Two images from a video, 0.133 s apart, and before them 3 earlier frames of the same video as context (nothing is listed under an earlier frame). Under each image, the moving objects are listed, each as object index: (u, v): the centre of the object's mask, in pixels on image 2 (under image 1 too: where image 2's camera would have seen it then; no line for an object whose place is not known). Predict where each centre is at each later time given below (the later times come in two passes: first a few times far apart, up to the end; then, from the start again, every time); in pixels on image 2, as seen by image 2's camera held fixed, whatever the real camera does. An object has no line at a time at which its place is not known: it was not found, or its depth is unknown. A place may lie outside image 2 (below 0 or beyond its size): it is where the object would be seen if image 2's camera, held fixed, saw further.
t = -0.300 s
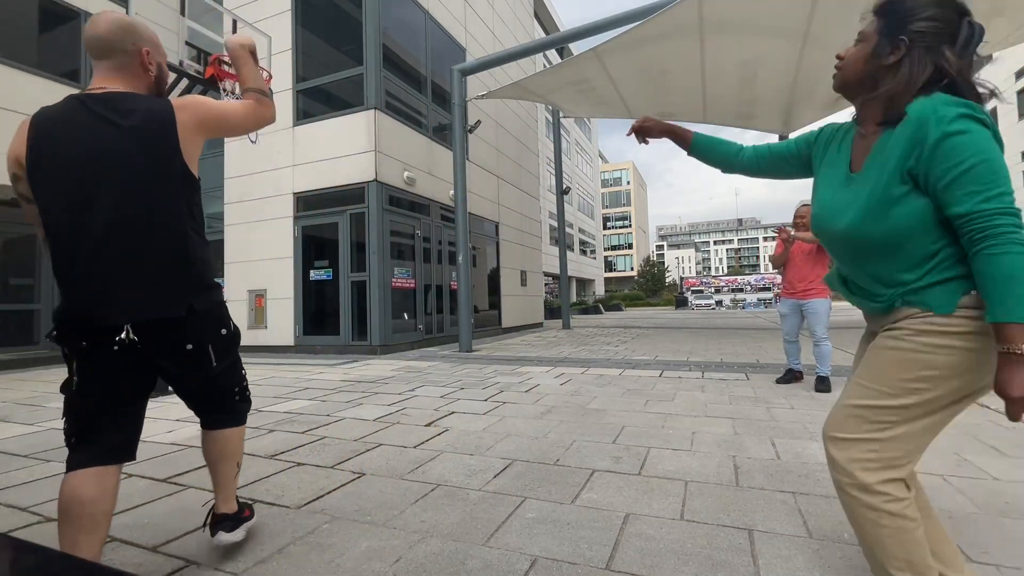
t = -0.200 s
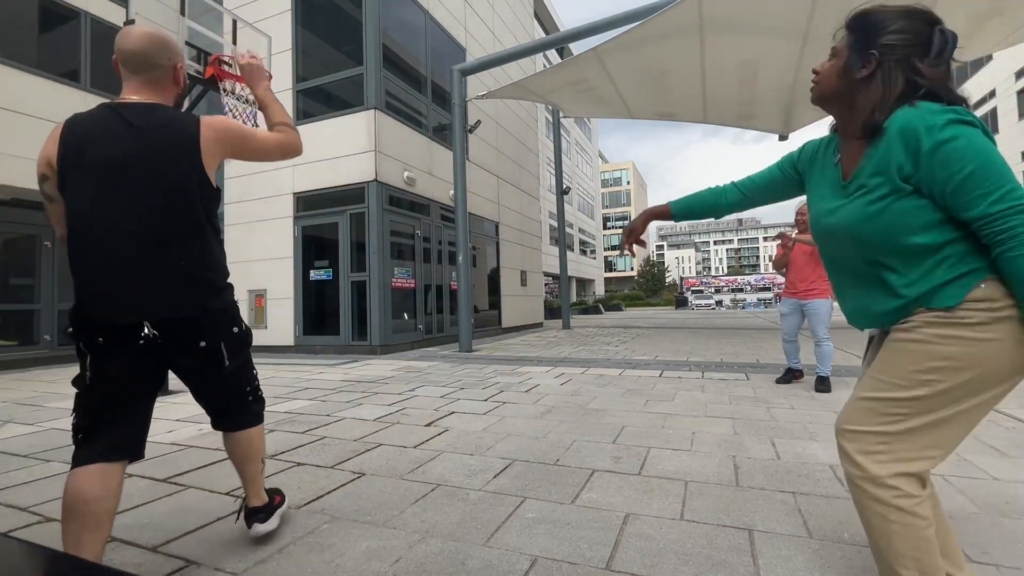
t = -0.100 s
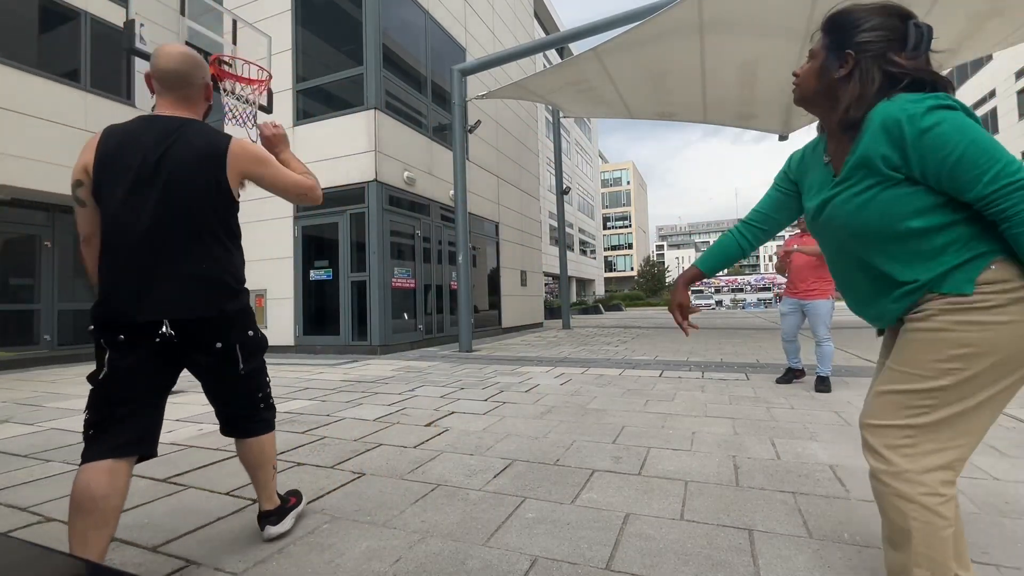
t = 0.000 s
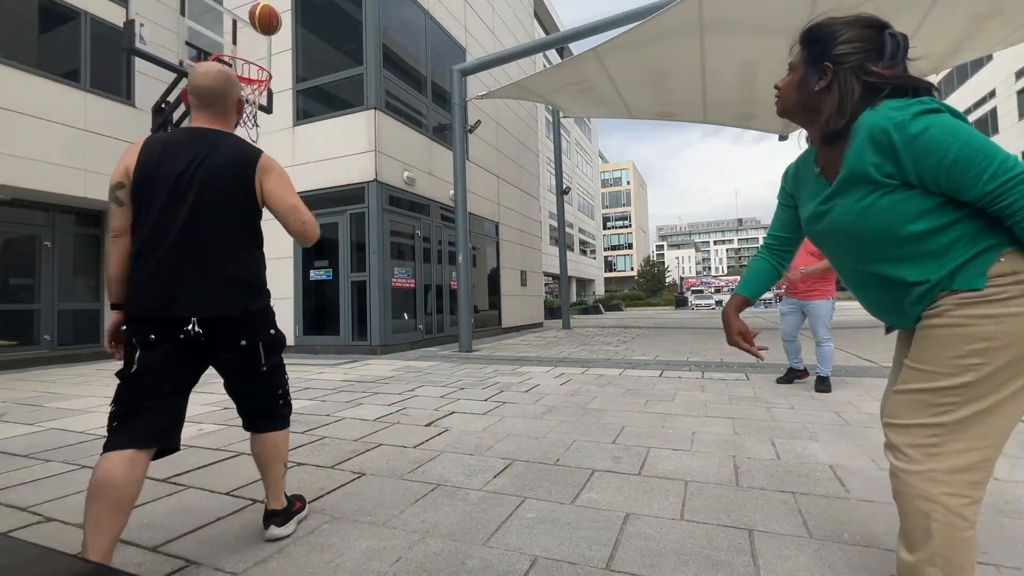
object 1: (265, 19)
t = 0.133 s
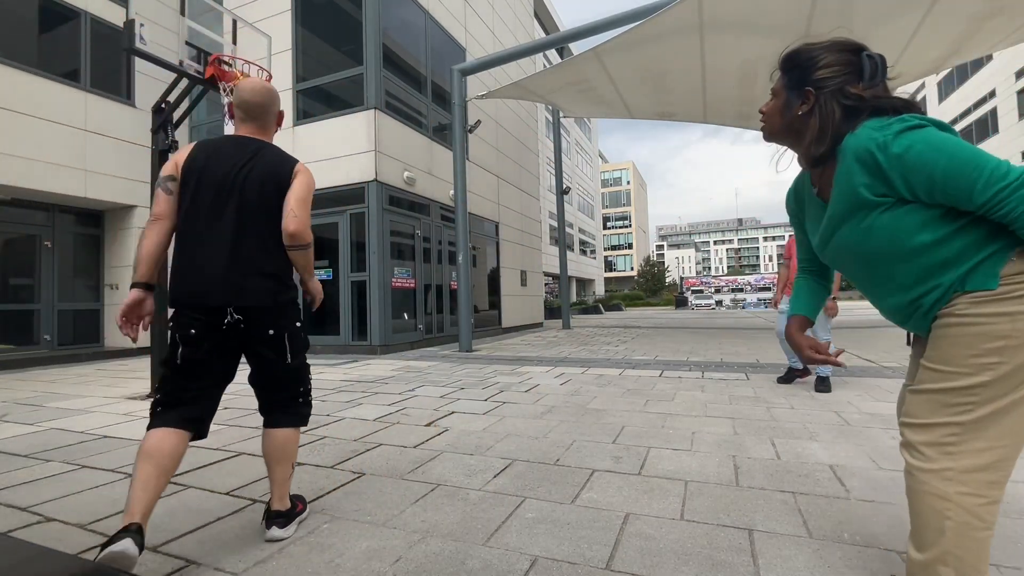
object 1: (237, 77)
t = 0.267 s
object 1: (228, 105)
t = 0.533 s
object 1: (218, 164)
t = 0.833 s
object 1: (209, 311)
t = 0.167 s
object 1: (233, 92)
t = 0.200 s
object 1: (234, 103)
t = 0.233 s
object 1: (230, 101)
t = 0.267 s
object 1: (228, 105)
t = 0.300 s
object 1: (227, 107)
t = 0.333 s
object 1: (226, 111)
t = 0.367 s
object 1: (225, 117)
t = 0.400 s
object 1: (223, 124)
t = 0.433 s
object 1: (222, 132)
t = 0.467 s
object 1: (220, 142)
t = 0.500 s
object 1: (219, 153)
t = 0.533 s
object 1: (218, 164)
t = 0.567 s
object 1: (218, 171)
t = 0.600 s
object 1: (216, 184)
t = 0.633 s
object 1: (216, 199)
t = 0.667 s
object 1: (214, 214)
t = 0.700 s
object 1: (213, 232)
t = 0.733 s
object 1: (212, 250)
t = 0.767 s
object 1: (211, 268)
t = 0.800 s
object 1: (210, 289)
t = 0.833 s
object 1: (209, 311)
